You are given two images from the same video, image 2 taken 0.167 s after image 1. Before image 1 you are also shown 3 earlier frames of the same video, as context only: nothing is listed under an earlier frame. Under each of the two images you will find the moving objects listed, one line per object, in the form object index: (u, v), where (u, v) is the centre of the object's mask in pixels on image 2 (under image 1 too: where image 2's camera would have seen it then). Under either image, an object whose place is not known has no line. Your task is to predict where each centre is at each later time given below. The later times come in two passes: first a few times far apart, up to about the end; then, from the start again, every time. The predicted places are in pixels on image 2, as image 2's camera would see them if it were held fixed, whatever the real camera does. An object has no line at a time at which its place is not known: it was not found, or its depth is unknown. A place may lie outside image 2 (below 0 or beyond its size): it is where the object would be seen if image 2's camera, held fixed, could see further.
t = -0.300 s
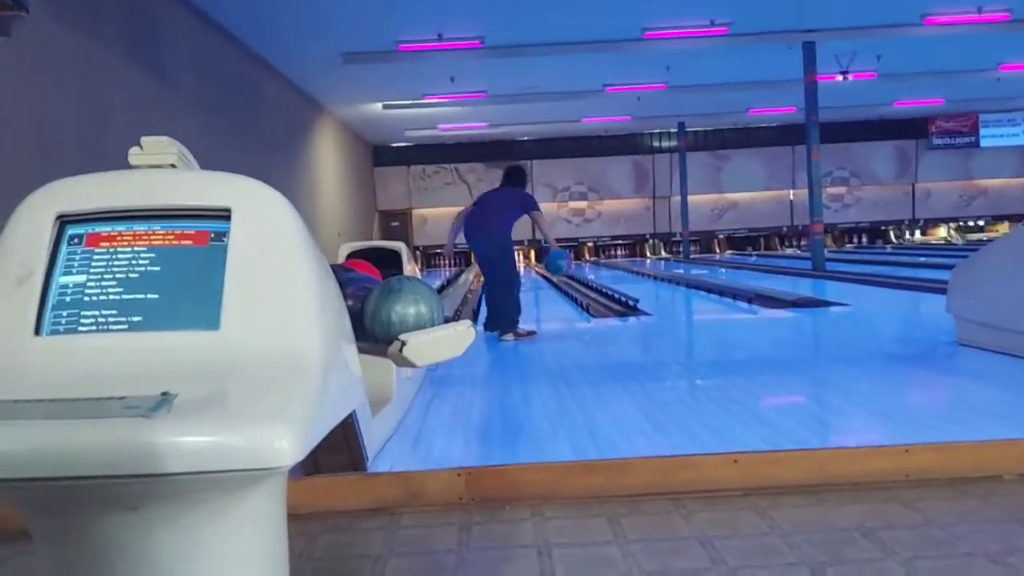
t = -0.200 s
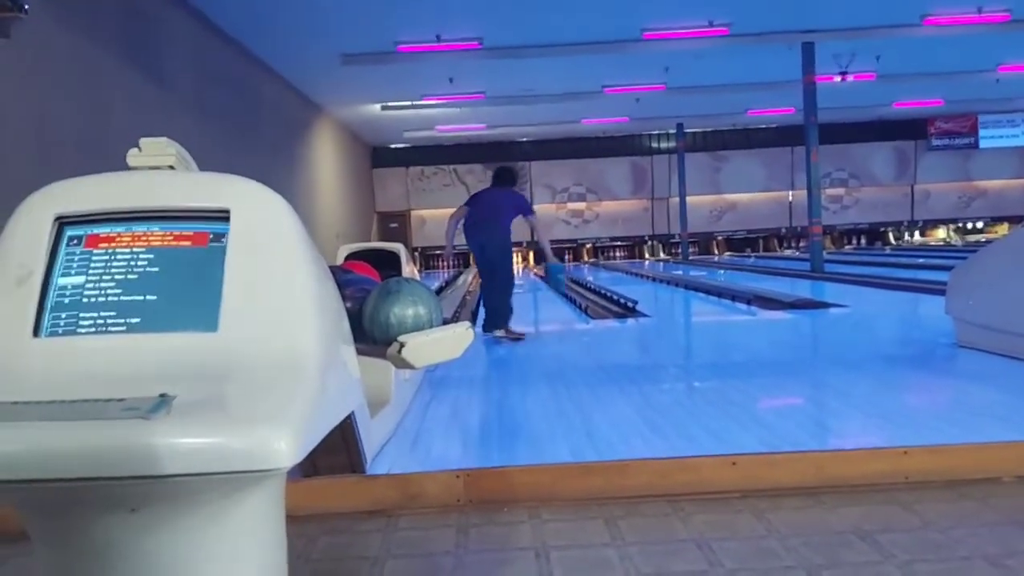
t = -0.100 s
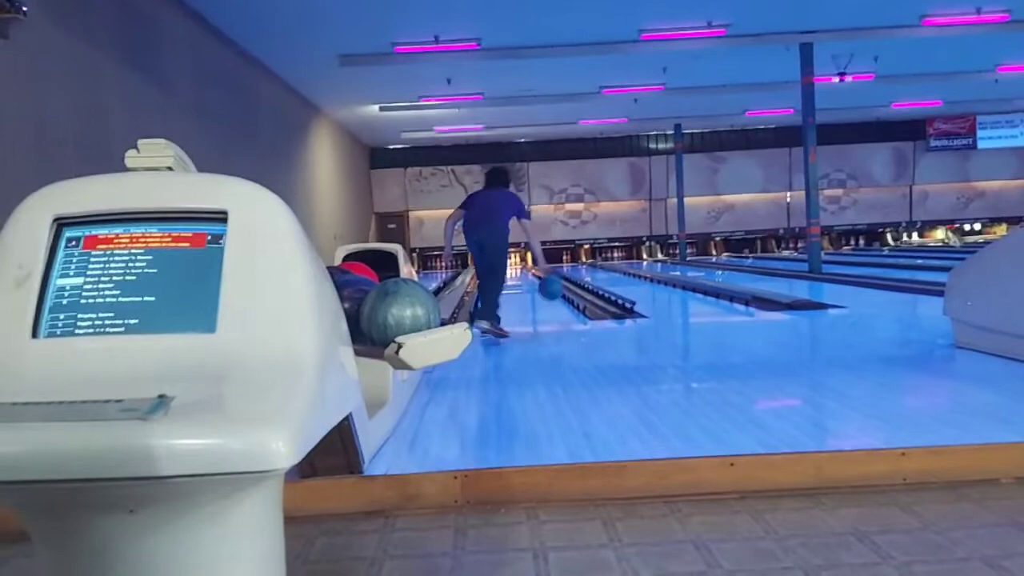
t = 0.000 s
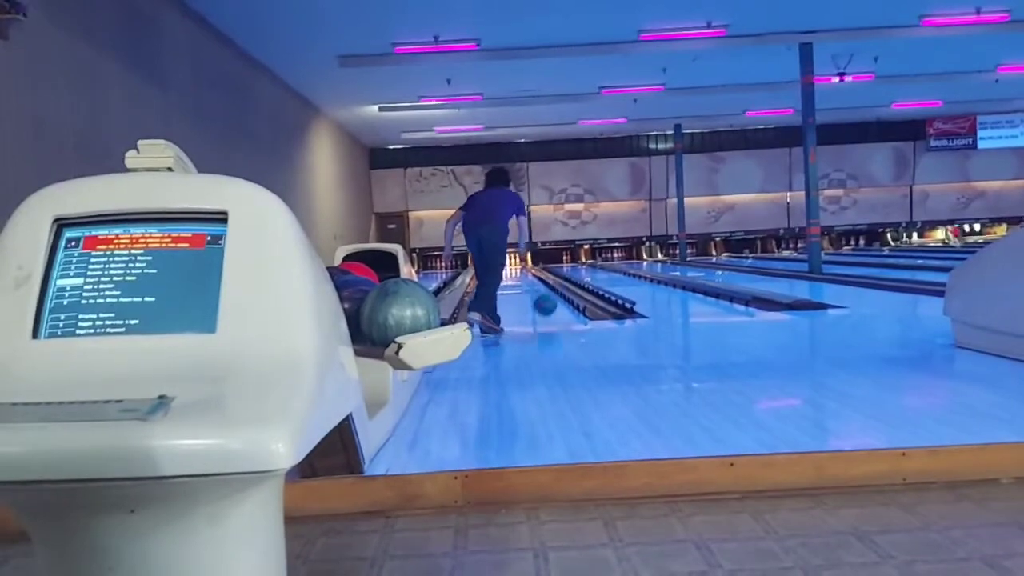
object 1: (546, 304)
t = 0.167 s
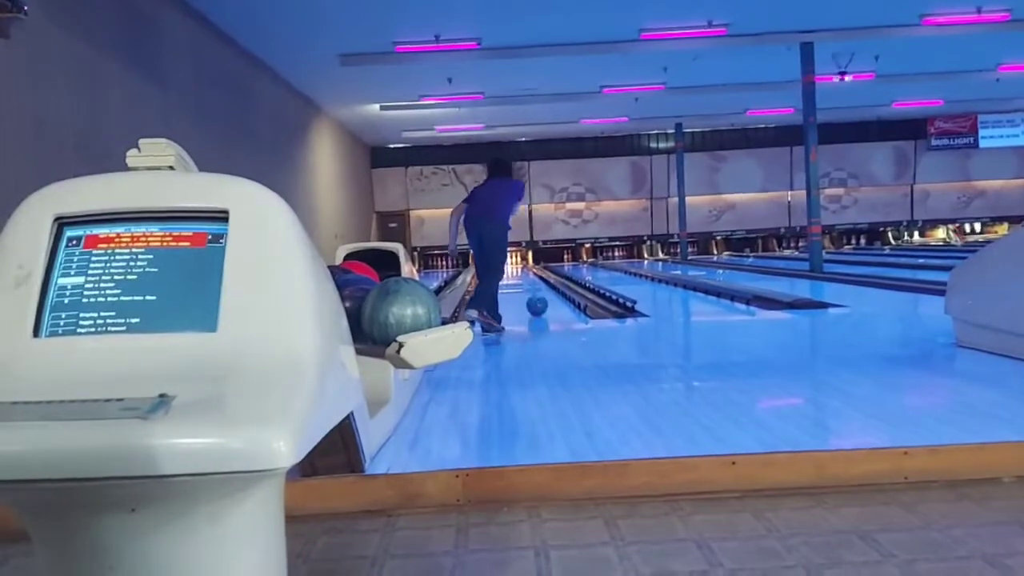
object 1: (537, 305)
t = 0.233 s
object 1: (534, 303)
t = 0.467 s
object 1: (525, 296)
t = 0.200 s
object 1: (536, 304)
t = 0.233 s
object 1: (534, 303)
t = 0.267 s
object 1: (532, 302)
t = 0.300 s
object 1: (531, 301)
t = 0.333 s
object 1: (529, 300)
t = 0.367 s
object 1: (528, 300)
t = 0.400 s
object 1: (526, 298)
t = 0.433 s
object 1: (526, 297)
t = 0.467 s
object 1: (525, 296)
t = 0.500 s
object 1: (522, 296)
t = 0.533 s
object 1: (521, 294)
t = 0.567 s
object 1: (522, 293)
